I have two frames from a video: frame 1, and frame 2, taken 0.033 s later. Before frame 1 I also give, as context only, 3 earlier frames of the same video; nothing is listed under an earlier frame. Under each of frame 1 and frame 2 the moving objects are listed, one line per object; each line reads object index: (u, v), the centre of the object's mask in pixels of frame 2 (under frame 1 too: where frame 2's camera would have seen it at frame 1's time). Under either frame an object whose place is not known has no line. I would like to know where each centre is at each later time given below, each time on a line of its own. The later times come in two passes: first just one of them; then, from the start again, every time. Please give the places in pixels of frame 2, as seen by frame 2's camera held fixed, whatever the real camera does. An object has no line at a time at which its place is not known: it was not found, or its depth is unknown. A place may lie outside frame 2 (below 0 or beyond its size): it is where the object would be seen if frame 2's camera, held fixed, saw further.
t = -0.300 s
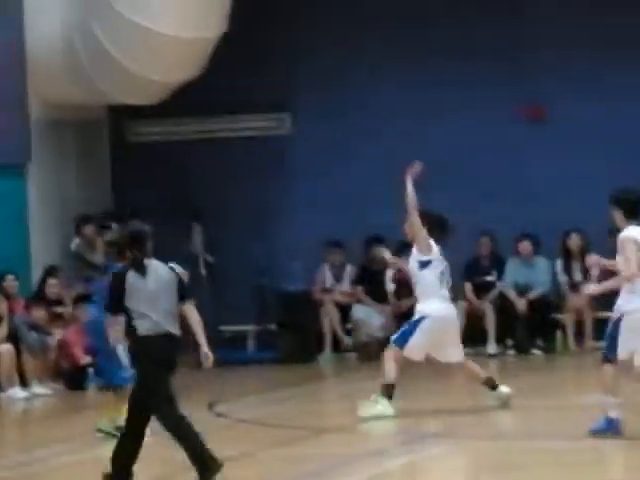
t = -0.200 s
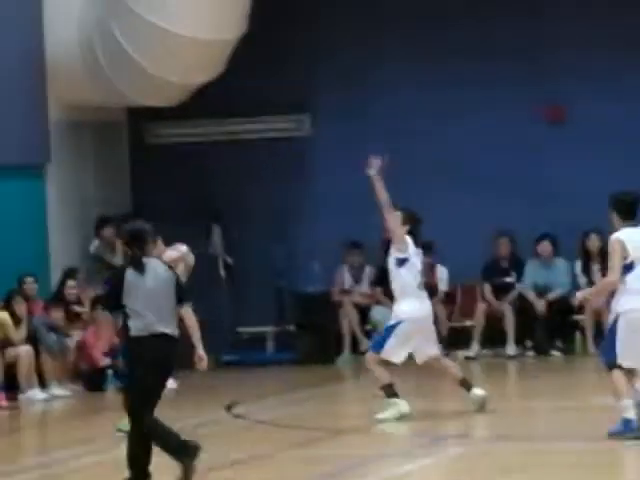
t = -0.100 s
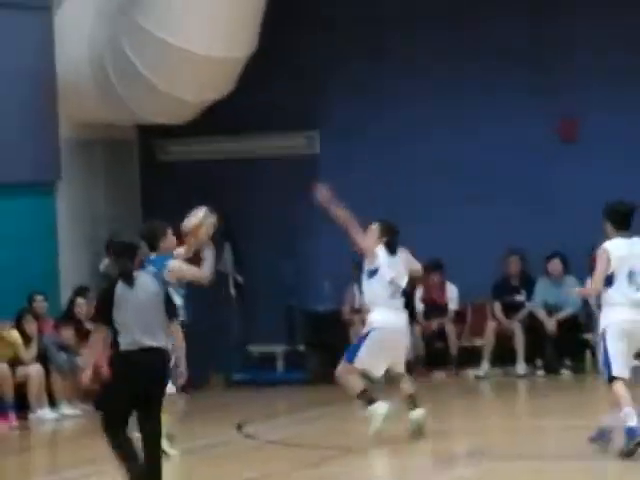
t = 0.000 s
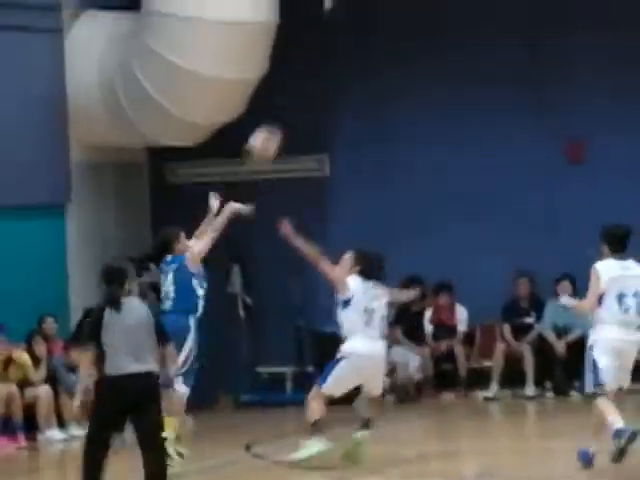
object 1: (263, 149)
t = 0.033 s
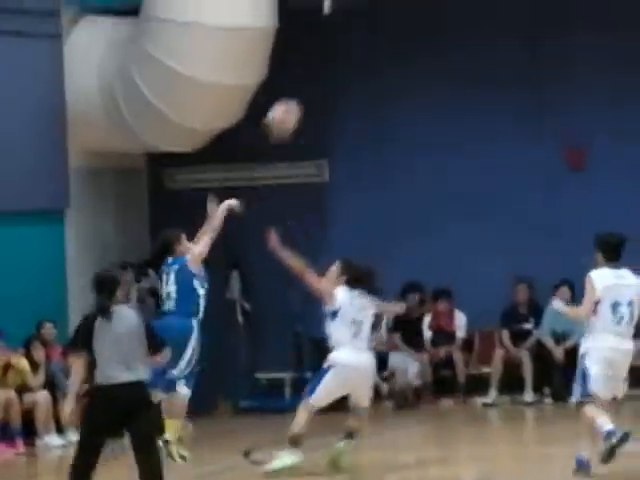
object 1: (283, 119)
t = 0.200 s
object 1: (390, -27)
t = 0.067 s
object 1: (304, 87)
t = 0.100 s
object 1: (324, 57)
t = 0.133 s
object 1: (346, 29)
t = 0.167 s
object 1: (367, 1)
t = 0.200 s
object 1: (390, -27)
